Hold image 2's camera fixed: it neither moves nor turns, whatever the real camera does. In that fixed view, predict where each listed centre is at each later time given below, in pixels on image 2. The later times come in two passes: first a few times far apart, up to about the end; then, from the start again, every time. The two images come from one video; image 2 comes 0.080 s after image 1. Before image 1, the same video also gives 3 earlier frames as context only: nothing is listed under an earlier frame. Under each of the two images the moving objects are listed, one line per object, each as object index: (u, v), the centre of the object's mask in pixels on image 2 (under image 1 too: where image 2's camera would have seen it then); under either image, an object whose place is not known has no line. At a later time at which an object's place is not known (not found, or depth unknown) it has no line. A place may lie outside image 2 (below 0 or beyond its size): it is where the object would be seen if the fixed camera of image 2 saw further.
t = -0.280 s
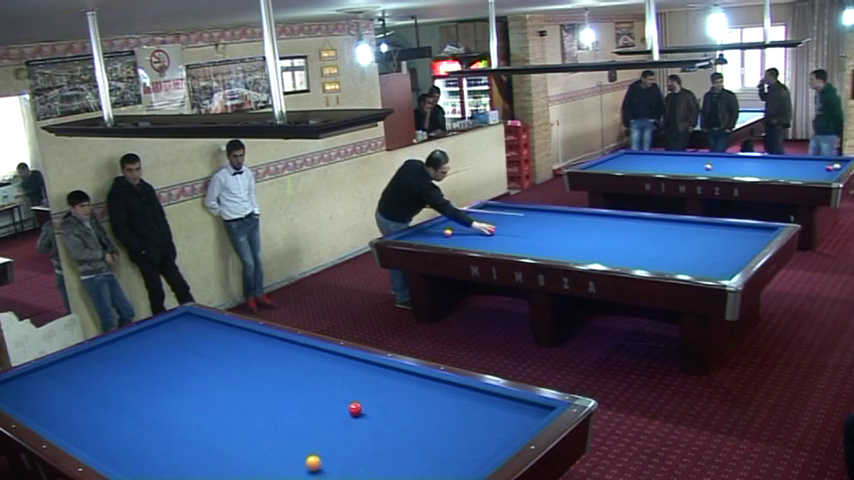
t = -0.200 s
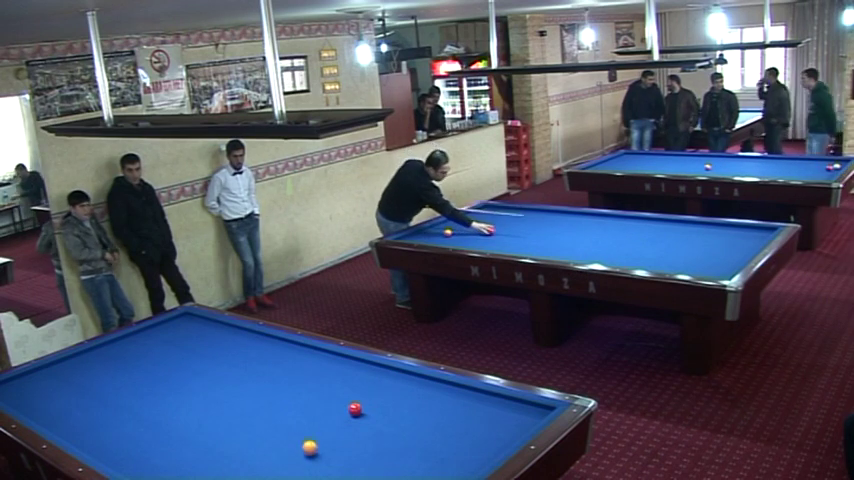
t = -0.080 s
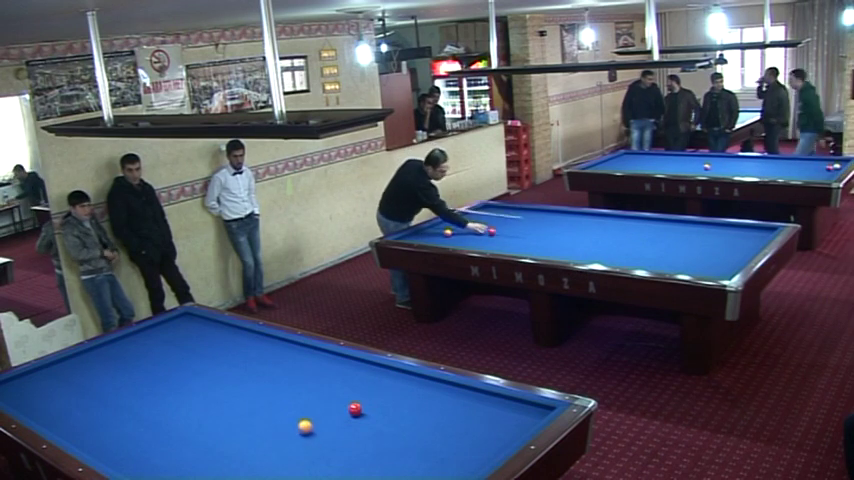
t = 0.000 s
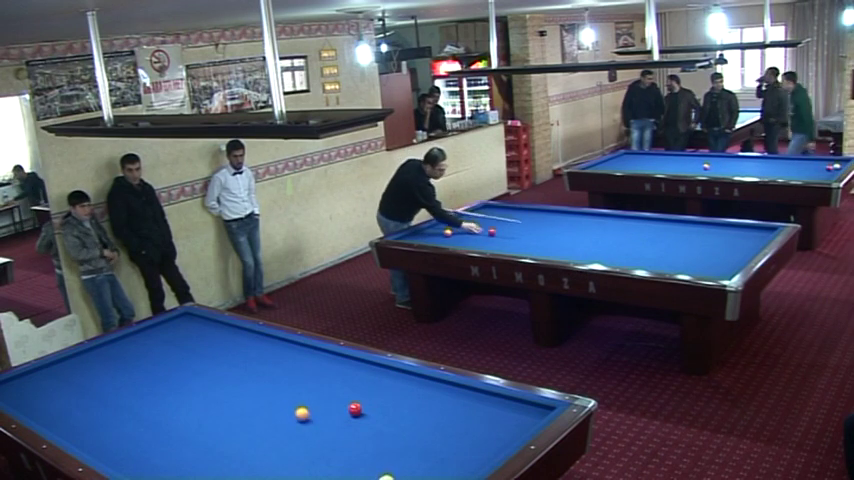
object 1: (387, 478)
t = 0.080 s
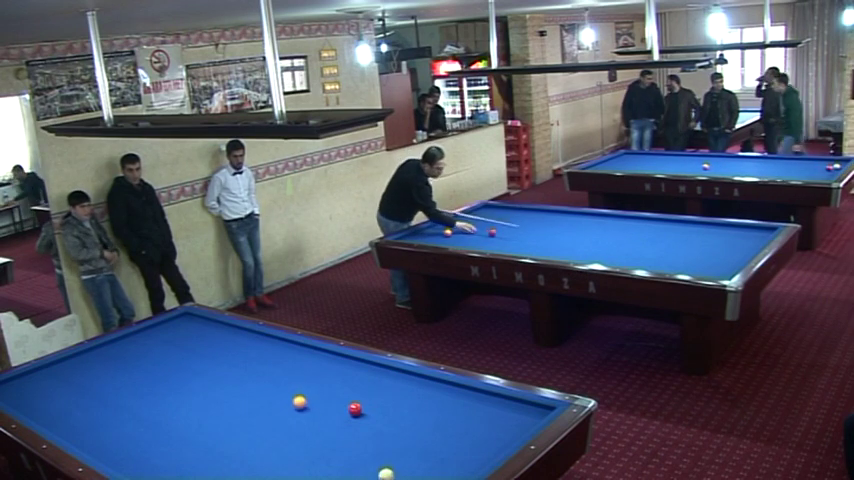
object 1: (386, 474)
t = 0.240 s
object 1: (387, 466)
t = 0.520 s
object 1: (384, 443)
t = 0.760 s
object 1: (383, 429)
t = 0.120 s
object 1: (386, 473)
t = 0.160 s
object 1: (386, 470)
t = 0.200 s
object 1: (386, 467)
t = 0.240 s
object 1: (387, 466)
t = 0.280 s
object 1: (386, 462)
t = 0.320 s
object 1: (385, 458)
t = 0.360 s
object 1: (385, 455)
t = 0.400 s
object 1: (385, 452)
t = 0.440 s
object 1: (385, 449)
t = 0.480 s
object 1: (385, 446)
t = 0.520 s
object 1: (384, 443)
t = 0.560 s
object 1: (384, 441)
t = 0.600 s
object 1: (384, 439)
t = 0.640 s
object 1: (384, 436)
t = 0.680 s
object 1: (384, 433)
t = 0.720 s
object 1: (383, 430)
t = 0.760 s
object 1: (383, 429)
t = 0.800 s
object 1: (383, 425)
